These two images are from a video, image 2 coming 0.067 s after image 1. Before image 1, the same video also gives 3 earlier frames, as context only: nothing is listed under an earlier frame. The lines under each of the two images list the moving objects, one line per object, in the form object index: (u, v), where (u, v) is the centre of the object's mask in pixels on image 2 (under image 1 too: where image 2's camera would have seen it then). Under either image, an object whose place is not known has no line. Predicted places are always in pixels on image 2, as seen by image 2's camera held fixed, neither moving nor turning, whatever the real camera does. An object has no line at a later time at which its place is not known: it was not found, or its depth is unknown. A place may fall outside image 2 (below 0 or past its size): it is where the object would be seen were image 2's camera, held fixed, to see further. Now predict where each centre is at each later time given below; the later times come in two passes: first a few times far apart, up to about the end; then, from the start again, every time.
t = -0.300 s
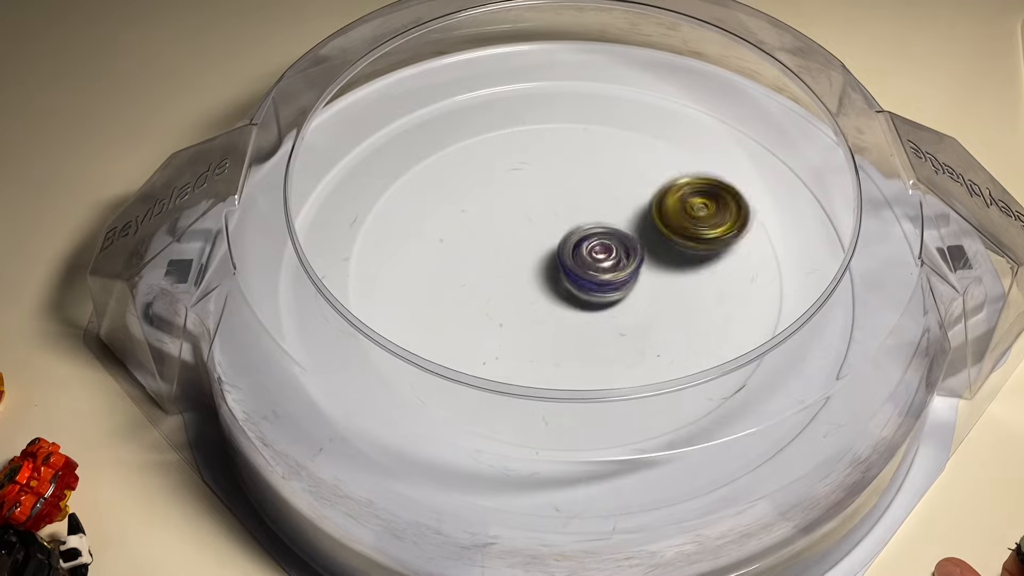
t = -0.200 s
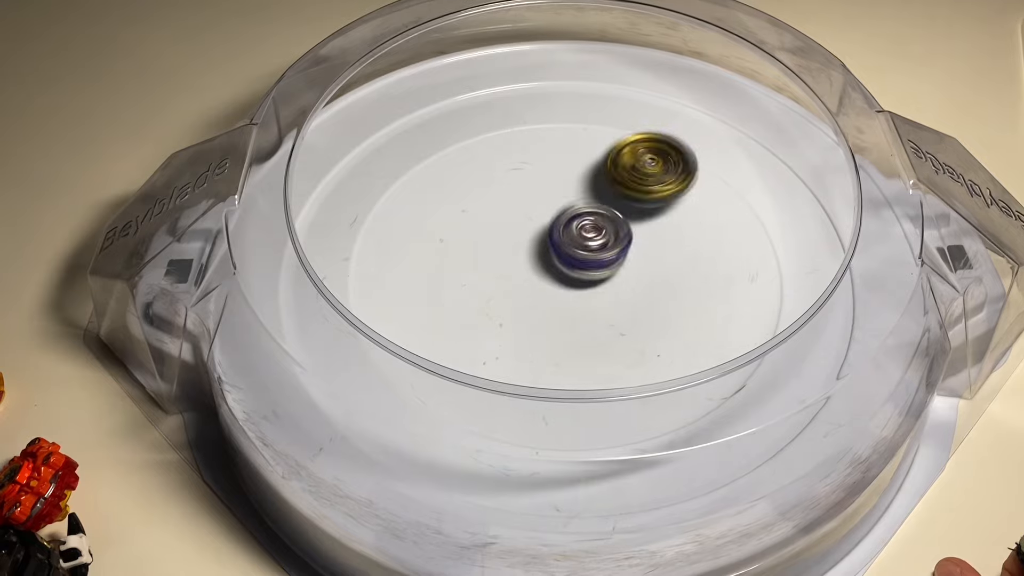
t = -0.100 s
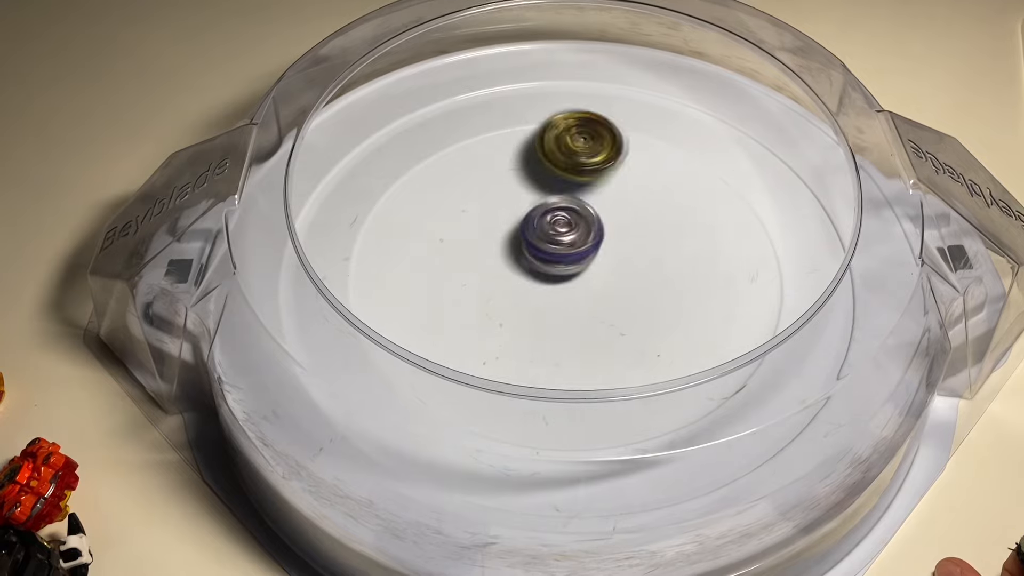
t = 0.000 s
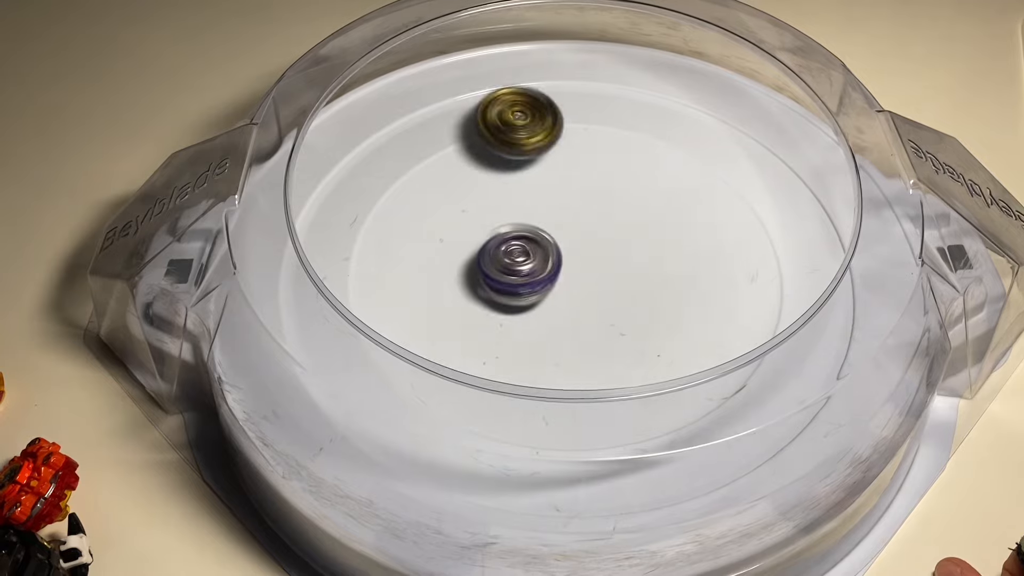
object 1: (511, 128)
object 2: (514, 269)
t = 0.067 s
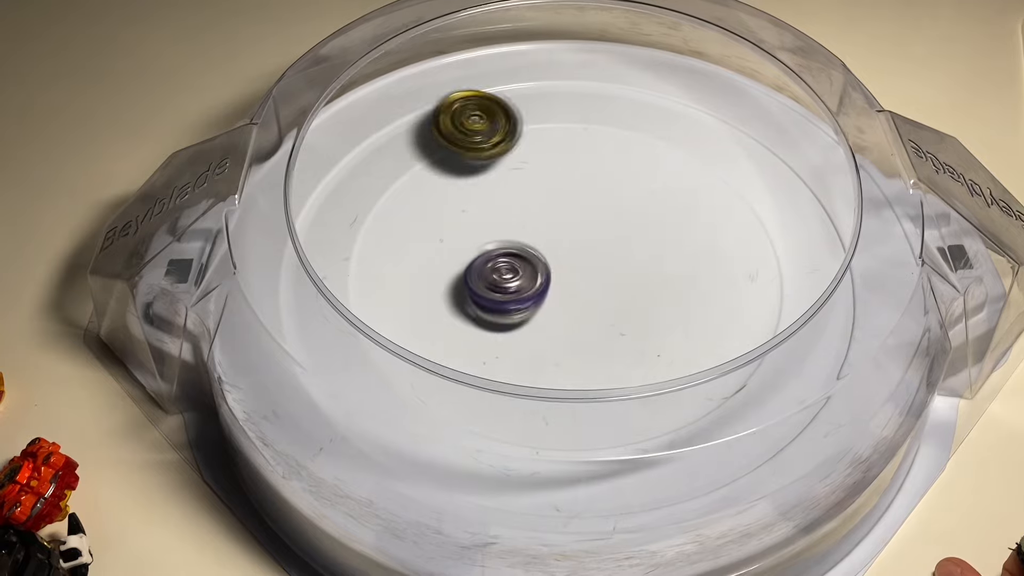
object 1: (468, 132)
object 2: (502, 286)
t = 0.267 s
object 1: (397, 217)
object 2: (536, 309)
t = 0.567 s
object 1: (575, 342)
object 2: (579, 249)
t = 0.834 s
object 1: (716, 245)
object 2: (522, 238)
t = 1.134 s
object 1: (558, 172)
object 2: (547, 288)
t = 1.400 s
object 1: (446, 285)
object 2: (599, 251)
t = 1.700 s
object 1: (598, 373)
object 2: (532, 246)
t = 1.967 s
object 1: (637, 237)
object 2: (555, 301)
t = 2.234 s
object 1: (481, 179)
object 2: (599, 268)
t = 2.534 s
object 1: (434, 293)
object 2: (520, 250)
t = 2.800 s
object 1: (586, 382)
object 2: (556, 255)
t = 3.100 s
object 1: (681, 261)
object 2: (566, 253)
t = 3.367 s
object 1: (550, 175)
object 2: (562, 281)
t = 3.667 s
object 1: (415, 230)
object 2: (573, 272)
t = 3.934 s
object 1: (522, 339)
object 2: (540, 258)
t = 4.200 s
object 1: (672, 298)
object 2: (551, 264)
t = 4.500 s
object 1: (613, 179)
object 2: (537, 261)
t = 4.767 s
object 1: (491, 197)
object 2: (540, 291)
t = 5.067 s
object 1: (525, 326)
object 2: (575, 248)
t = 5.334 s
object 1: (655, 300)
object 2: (522, 250)
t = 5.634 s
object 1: (553, 210)
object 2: (572, 292)
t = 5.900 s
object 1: (447, 261)
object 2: (589, 250)
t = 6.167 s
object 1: (553, 323)
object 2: (521, 251)
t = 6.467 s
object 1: (633, 227)
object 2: (546, 291)
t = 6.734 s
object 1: (509, 193)
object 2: (595, 271)
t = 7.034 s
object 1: (470, 288)
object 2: (564, 265)
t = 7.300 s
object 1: (528, 344)
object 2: (574, 280)
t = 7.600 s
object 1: (586, 318)
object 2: (573, 204)
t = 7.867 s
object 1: (502, 268)
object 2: (572, 175)
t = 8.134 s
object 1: (459, 255)
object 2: (572, 252)
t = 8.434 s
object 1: (539, 240)
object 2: (582, 347)
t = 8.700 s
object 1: (569, 204)
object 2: (528, 283)
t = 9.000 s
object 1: (610, 255)
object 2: (476, 193)
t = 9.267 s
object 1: (614, 305)
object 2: (562, 247)
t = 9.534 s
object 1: (558, 356)
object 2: (650, 280)
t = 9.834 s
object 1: (485, 230)
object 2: (605, 308)
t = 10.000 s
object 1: (516, 188)
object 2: (564, 269)
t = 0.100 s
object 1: (448, 138)
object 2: (502, 293)
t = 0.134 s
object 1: (430, 148)
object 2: (504, 299)
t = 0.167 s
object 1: (414, 162)
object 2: (509, 304)
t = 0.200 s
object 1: (404, 179)
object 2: (517, 306)
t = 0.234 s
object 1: (398, 197)
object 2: (526, 308)
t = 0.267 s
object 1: (397, 217)
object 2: (536, 309)
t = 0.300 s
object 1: (400, 239)
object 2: (547, 309)
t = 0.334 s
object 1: (410, 262)
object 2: (558, 308)
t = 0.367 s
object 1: (424, 281)
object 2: (569, 303)
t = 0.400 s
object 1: (442, 299)
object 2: (578, 297)
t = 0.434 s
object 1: (464, 315)
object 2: (585, 288)
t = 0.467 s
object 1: (490, 327)
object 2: (588, 278)
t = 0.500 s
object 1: (517, 336)
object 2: (588, 266)
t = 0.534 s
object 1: (546, 340)
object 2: (585, 256)
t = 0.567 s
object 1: (575, 342)
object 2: (579, 249)
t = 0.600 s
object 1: (602, 340)
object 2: (573, 242)
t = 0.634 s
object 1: (628, 334)
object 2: (565, 237)
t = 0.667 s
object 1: (652, 325)
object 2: (558, 233)
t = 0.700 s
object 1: (673, 313)
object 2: (550, 231)
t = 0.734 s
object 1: (690, 298)
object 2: (542, 231)
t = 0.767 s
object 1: (703, 281)
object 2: (535, 232)
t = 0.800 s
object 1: (712, 264)
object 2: (528, 234)
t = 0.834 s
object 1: (716, 245)
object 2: (522, 238)
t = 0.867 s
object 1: (714, 227)
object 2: (516, 242)
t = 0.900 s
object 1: (706, 210)
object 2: (512, 247)
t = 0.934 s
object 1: (692, 194)
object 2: (509, 253)
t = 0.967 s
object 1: (676, 182)
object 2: (508, 260)
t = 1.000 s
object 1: (656, 173)
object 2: (510, 267)
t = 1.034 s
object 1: (632, 167)
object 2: (516, 275)
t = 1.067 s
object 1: (608, 166)
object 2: (524, 281)
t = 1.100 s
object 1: (583, 168)
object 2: (535, 286)
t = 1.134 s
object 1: (558, 172)
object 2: (547, 288)
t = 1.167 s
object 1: (534, 180)
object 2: (559, 288)
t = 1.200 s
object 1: (513, 190)
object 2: (571, 287)
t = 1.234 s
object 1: (494, 202)
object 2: (581, 283)
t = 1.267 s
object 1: (477, 217)
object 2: (589, 278)
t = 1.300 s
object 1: (464, 233)
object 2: (595, 271)
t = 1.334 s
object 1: (454, 249)
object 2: (599, 265)
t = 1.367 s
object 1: (447, 267)
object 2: (600, 258)
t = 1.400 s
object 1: (446, 285)
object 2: (599, 251)
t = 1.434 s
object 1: (448, 302)
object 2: (596, 244)
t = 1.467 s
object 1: (455, 319)
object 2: (590, 240)
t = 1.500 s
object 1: (465, 336)
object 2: (584, 235)
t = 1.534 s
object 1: (478, 351)
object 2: (576, 233)
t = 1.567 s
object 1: (498, 364)
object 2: (568, 231)
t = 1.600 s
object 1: (521, 374)
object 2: (558, 231)
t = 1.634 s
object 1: (546, 378)
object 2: (548, 234)
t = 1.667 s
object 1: (573, 378)
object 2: (539, 239)
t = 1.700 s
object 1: (598, 373)
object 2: (532, 246)
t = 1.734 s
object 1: (620, 361)
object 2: (527, 255)
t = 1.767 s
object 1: (637, 344)
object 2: (525, 264)
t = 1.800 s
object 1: (649, 330)
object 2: (526, 273)
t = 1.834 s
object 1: (656, 312)
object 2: (529, 281)
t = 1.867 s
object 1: (658, 292)
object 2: (534, 288)
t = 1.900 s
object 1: (657, 273)
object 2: (540, 294)
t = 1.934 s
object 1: (649, 254)
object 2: (546, 298)
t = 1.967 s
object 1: (637, 237)
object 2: (555, 301)
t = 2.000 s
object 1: (623, 222)
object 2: (564, 303)
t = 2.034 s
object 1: (604, 209)
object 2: (574, 302)
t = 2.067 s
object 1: (585, 198)
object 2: (582, 300)
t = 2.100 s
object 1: (564, 189)
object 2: (589, 295)
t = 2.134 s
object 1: (543, 183)
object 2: (594, 290)
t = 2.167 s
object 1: (522, 179)
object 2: (598, 284)
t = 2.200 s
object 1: (500, 177)
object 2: (600, 276)
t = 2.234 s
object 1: (481, 179)
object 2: (599, 268)
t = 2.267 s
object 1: (461, 182)
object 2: (594, 260)
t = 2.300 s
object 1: (442, 189)
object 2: (586, 253)
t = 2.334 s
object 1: (427, 198)
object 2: (575, 248)
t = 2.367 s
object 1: (414, 211)
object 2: (565, 245)
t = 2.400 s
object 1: (408, 226)
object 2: (554, 242)
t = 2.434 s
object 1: (405, 242)
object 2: (543, 242)
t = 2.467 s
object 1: (409, 261)
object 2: (533, 243)
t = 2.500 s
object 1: (419, 277)
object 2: (524, 247)
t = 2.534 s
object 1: (434, 293)
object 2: (520, 250)
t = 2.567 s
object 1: (454, 307)
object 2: (518, 251)
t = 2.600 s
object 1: (469, 322)
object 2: (518, 253)
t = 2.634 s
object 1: (480, 341)
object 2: (526, 254)
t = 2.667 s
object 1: (496, 359)
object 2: (534, 253)
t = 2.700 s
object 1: (515, 369)
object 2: (542, 253)
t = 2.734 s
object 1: (539, 378)
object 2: (548, 252)
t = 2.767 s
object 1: (563, 380)
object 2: (551, 254)
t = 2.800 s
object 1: (586, 382)
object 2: (556, 255)
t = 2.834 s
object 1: (611, 379)
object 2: (561, 255)
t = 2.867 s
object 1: (633, 371)
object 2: (563, 254)
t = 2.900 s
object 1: (653, 361)
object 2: (564, 254)
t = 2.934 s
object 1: (670, 346)
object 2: (566, 254)
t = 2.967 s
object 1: (681, 330)
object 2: (567, 253)
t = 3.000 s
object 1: (687, 314)
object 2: (567, 252)
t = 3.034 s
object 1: (690, 297)
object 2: (568, 253)
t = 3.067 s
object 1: (686, 279)
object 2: (568, 252)
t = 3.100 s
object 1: (681, 261)
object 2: (566, 253)
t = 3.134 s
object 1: (671, 246)
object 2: (562, 256)
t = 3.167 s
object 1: (658, 231)
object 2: (561, 259)
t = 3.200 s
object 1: (644, 217)
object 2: (561, 261)
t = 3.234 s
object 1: (627, 205)
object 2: (560, 265)
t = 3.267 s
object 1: (607, 194)
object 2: (559, 270)
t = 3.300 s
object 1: (590, 187)
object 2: (560, 274)
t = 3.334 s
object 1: (570, 180)
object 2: (560, 277)
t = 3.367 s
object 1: (550, 175)
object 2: (562, 281)
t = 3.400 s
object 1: (531, 172)
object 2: (566, 282)
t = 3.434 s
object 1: (511, 171)
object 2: (568, 283)
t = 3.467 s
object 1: (492, 172)
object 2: (571, 284)
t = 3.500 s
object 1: (474, 176)
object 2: (575, 283)
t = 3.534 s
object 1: (457, 183)
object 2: (577, 281)
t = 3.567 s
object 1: (441, 191)
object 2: (577, 280)
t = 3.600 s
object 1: (430, 202)
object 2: (577, 278)
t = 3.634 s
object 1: (420, 216)
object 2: (576, 274)
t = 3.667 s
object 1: (415, 230)
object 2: (573, 272)
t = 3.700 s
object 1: (416, 247)
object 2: (571, 269)
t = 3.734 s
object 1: (419, 264)
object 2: (566, 265)
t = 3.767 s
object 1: (430, 279)
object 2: (558, 265)
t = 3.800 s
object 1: (444, 295)
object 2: (553, 264)
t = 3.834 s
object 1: (462, 308)
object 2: (549, 262)
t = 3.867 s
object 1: (482, 318)
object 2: (545, 261)
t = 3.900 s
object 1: (501, 331)
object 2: (542, 259)
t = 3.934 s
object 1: (522, 339)
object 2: (540, 258)
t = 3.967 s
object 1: (544, 344)
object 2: (539, 260)
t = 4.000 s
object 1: (568, 346)
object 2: (539, 261)
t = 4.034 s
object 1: (591, 345)
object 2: (538, 262)
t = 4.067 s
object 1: (612, 342)
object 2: (540, 264)
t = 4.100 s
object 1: (631, 335)
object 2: (543, 264)
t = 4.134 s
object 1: (648, 325)
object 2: (545, 265)
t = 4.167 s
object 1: (662, 312)
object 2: (549, 265)
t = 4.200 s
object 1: (672, 298)
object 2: (551, 264)
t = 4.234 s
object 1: (678, 282)
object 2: (553, 264)
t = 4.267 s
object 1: (678, 266)
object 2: (558, 262)
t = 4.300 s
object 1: (674, 250)
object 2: (560, 261)
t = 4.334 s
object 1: (668, 235)
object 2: (562, 260)
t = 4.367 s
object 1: (657, 222)
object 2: (563, 258)
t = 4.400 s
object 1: (643, 210)
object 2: (562, 257)
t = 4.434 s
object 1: (632, 198)
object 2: (557, 257)
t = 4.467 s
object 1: (624, 188)
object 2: (544, 259)
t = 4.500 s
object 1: (613, 179)
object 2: (537, 261)
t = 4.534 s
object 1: (600, 172)
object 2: (530, 264)
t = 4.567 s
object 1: (584, 166)
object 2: (526, 268)
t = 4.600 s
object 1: (567, 164)
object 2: (523, 272)
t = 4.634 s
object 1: (549, 164)
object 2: (523, 277)
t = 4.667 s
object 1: (532, 167)
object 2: (525, 281)
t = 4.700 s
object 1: (516, 174)
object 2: (529, 286)
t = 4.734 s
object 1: (503, 185)
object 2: (534, 288)
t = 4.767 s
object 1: (491, 197)
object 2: (540, 291)
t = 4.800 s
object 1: (482, 212)
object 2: (548, 290)
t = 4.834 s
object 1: (474, 228)
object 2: (556, 290)
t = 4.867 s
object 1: (471, 244)
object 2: (563, 286)
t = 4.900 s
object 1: (472, 260)
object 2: (570, 282)
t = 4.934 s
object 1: (476, 276)
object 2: (576, 275)
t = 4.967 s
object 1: (485, 291)
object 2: (580, 269)
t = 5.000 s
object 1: (495, 305)
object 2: (581, 261)
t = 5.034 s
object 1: (510, 316)
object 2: (579, 254)
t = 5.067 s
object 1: (525, 326)
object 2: (575, 248)
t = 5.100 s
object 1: (543, 333)
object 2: (569, 244)
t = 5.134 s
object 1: (562, 337)
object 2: (563, 240)
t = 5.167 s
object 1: (581, 338)
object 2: (555, 238)
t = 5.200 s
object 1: (601, 336)
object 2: (548, 236)
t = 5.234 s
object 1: (619, 331)
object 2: (541, 238)
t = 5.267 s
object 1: (634, 324)
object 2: (533, 240)
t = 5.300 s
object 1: (646, 313)
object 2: (527, 245)
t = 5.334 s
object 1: (655, 300)
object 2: (522, 250)
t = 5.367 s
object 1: (658, 287)
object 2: (520, 258)
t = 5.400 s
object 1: (657, 272)
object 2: (520, 265)
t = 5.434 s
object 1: (650, 258)
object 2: (523, 273)
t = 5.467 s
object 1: (640, 245)
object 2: (528, 279)
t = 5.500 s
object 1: (627, 234)
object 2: (536, 285)
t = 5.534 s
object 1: (611, 224)
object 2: (542, 290)
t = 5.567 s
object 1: (593, 215)
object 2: (553, 292)
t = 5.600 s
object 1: (573, 212)
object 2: (562, 294)
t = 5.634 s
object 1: (553, 210)
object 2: (572, 292)
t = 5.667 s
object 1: (535, 210)
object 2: (579, 291)
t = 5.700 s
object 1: (518, 212)
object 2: (588, 287)
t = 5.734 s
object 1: (501, 216)
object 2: (593, 282)
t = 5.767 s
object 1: (486, 221)
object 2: (596, 276)
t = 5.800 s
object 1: (473, 229)
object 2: (599, 270)
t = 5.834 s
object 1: (462, 238)
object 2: (597, 263)
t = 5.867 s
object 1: (453, 249)
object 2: (596, 256)
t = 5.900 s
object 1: (447, 261)
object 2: (589, 250)
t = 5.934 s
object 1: (446, 274)
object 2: (583, 244)
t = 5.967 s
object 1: (450, 286)
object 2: (574, 242)
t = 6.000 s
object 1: (460, 298)
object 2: (564, 239)
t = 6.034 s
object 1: (474, 308)
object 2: (555, 239)
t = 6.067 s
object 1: (491, 317)
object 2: (545, 241)
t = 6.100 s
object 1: (511, 323)
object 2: (538, 242)
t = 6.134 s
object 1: (532, 325)
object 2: (527, 246)
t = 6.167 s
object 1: (553, 323)
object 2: (521, 251)
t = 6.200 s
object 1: (574, 321)
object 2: (517, 257)
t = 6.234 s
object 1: (593, 314)
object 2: (513, 262)
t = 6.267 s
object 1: (609, 306)
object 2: (514, 267)
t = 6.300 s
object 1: (622, 294)
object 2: (514, 273)
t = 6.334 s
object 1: (632, 282)
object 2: (518, 277)
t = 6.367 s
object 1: (638, 268)
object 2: (523, 283)
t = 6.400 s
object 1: (640, 254)
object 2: (529, 287)
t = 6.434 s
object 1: (638, 240)
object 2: (538, 289)
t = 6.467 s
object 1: (633, 227)
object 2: (546, 291)
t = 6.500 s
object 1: (623, 216)
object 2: (556, 290)
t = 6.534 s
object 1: (611, 206)
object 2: (566, 288)
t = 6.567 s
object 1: (596, 199)
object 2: (572, 284)
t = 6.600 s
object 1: (579, 194)
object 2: (580, 278)
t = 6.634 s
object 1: (562, 194)
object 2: (584, 273)
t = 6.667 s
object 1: (544, 196)
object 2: (585, 267)
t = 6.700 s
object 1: (525, 193)
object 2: (591, 268)
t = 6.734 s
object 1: (509, 193)
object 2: (595, 271)
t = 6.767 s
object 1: (494, 197)
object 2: (597, 269)
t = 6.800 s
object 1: (481, 203)
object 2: (599, 268)
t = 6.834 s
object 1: (469, 211)
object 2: (599, 266)
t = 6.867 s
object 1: (460, 222)
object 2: (595, 262)
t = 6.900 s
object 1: (454, 235)
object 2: (591, 261)
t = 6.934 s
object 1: (452, 248)
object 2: (584, 261)
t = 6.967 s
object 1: (453, 262)
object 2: (575, 261)
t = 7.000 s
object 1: (459, 276)
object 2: (569, 263)
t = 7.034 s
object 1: (470, 288)
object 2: (564, 265)
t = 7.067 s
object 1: (475, 300)
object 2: (562, 267)
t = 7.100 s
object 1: (473, 311)
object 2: (567, 268)
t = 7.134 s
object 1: (475, 319)
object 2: (570, 272)
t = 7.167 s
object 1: (481, 327)
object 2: (570, 275)
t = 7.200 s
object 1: (490, 332)
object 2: (569, 278)
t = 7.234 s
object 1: (501, 337)
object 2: (572, 280)
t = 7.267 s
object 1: (514, 341)
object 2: (573, 281)
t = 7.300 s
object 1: (528, 344)
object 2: (574, 280)
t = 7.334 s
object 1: (539, 348)
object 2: (577, 280)
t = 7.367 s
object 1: (552, 350)
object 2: (580, 276)
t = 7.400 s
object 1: (565, 349)
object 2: (584, 272)
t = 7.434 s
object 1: (576, 344)
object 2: (583, 267)
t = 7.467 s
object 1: (582, 339)
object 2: (582, 260)
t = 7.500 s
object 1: (585, 340)
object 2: (580, 242)
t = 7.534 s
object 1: (588, 335)
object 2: (578, 225)
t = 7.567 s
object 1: (588, 328)
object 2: (575, 212)
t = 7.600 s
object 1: (586, 318)
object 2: (573, 204)
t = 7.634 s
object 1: (581, 307)
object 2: (569, 199)
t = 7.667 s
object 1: (574, 295)
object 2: (566, 197)
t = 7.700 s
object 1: (564, 284)
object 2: (563, 197)
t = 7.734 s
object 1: (554, 273)
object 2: (559, 195)
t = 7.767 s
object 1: (542, 269)
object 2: (560, 193)
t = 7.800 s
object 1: (525, 271)
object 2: (564, 183)
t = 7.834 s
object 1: (513, 271)
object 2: (570, 178)
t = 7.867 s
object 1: (502, 268)
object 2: (572, 175)
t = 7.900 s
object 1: (491, 265)
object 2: (576, 178)
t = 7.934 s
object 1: (483, 262)
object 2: (577, 181)
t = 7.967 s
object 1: (474, 259)
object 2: (578, 190)
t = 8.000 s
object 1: (467, 257)
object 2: (578, 197)
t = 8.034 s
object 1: (463, 255)
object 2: (576, 211)
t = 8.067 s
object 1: (458, 254)
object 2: (575, 222)
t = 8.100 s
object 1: (458, 254)
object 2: (573, 238)
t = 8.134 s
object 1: (459, 255)
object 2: (572, 252)
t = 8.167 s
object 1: (464, 258)
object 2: (571, 267)
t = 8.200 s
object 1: (475, 260)
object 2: (571, 283)
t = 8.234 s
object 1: (485, 260)
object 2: (573, 298)
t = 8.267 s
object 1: (495, 258)
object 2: (579, 311)
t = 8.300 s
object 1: (504, 255)
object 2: (584, 326)
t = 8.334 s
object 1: (514, 253)
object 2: (587, 334)
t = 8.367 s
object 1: (522, 249)
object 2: (588, 341)
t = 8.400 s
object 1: (532, 245)
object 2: (586, 345)
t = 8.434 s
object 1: (539, 240)
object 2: (582, 347)
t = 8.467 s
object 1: (546, 236)
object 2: (577, 346)
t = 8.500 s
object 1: (551, 230)
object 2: (571, 342)
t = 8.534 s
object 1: (556, 225)
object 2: (564, 337)
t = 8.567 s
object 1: (561, 219)
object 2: (557, 329)
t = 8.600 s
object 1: (564, 215)
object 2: (550, 320)
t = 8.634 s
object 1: (567, 210)
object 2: (543, 308)
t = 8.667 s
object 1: (569, 207)
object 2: (536, 297)
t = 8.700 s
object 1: (569, 204)
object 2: (528, 283)
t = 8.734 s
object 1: (569, 203)
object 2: (520, 269)
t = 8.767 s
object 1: (571, 204)
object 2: (510, 254)
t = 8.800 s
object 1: (573, 209)
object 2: (502, 241)
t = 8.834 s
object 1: (577, 216)
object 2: (490, 229)
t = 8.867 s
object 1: (585, 226)
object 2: (481, 214)
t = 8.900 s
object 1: (593, 234)
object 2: (473, 205)
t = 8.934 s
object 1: (600, 242)
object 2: (470, 196)
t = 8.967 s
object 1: (606, 249)
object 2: (471, 193)
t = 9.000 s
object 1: (610, 255)
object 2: (476, 193)
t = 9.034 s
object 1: (614, 262)
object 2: (482, 194)
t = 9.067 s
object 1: (616, 267)
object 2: (489, 196)
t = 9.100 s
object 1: (619, 272)
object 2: (497, 203)
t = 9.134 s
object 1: (619, 278)
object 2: (507, 209)
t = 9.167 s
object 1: (618, 283)
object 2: (518, 218)
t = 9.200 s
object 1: (619, 288)
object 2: (532, 229)
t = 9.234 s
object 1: (616, 294)
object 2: (548, 240)
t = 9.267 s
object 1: (614, 305)
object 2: (562, 247)
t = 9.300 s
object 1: (613, 323)
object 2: (577, 246)
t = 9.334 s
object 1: (608, 339)
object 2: (593, 246)
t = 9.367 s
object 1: (601, 349)
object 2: (607, 249)
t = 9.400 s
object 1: (594, 354)
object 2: (621, 255)
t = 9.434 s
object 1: (589, 357)
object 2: (632, 259)
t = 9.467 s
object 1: (580, 358)
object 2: (641, 265)
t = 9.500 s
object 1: (568, 359)
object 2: (647, 271)
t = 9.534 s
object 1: (558, 356)
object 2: (650, 280)
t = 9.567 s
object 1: (550, 351)
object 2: (649, 285)
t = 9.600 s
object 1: (543, 344)
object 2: (646, 294)
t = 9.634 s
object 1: (535, 334)
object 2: (640, 299)
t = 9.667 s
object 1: (528, 322)
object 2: (630, 306)
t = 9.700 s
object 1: (522, 308)
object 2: (622, 309)
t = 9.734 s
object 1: (504, 284)
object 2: (624, 313)
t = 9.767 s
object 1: (492, 267)
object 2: (620, 314)
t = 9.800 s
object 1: (492, 248)
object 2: (616, 311)
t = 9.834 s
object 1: (485, 230)
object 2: (605, 308)
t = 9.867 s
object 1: (488, 217)
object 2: (594, 302)
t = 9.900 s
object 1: (492, 206)
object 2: (587, 295)
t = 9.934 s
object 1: (499, 199)
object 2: (576, 287)
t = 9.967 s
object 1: (507, 193)
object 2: (569, 276)
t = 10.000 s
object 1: (516, 188)
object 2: (564, 269)
